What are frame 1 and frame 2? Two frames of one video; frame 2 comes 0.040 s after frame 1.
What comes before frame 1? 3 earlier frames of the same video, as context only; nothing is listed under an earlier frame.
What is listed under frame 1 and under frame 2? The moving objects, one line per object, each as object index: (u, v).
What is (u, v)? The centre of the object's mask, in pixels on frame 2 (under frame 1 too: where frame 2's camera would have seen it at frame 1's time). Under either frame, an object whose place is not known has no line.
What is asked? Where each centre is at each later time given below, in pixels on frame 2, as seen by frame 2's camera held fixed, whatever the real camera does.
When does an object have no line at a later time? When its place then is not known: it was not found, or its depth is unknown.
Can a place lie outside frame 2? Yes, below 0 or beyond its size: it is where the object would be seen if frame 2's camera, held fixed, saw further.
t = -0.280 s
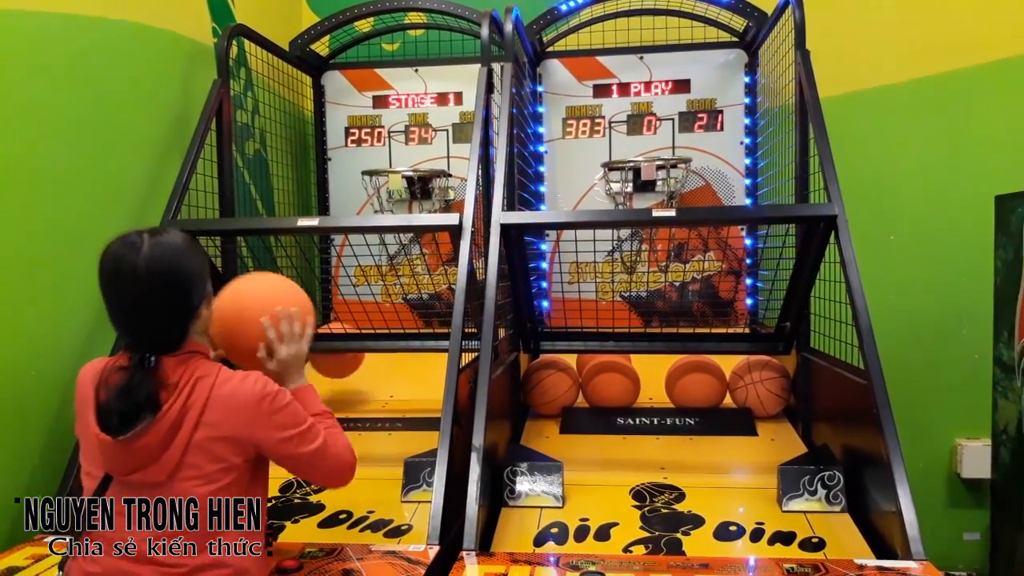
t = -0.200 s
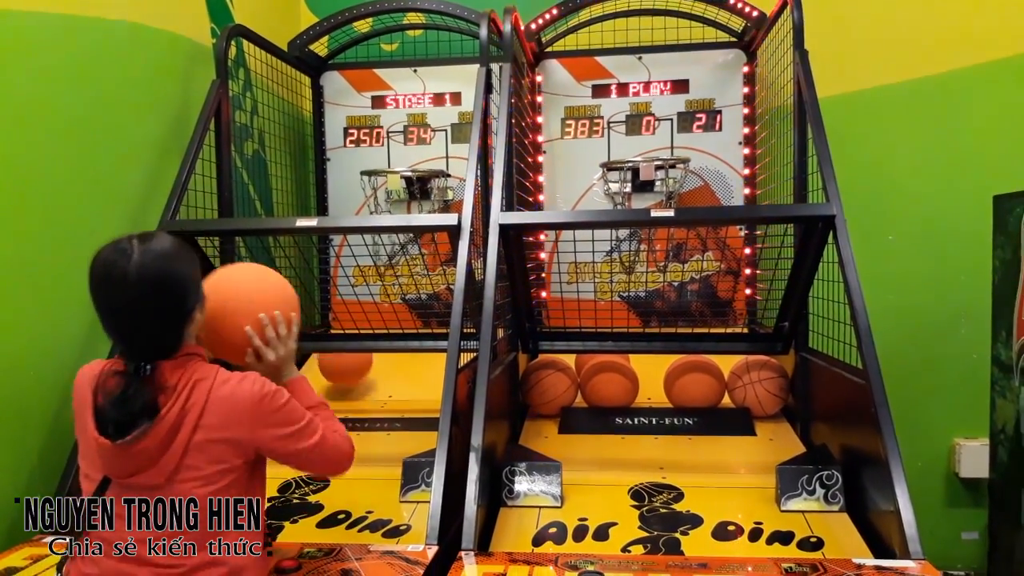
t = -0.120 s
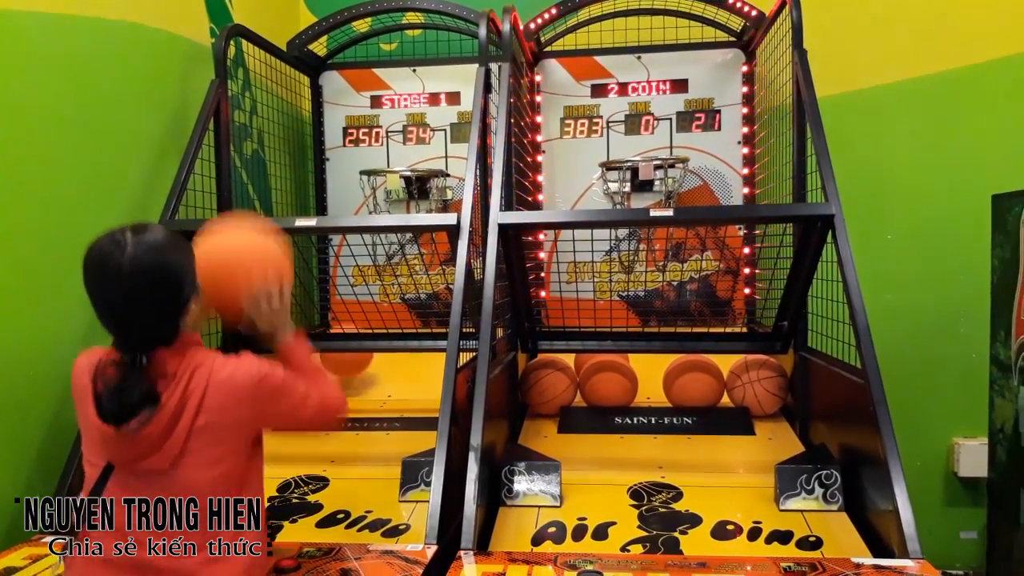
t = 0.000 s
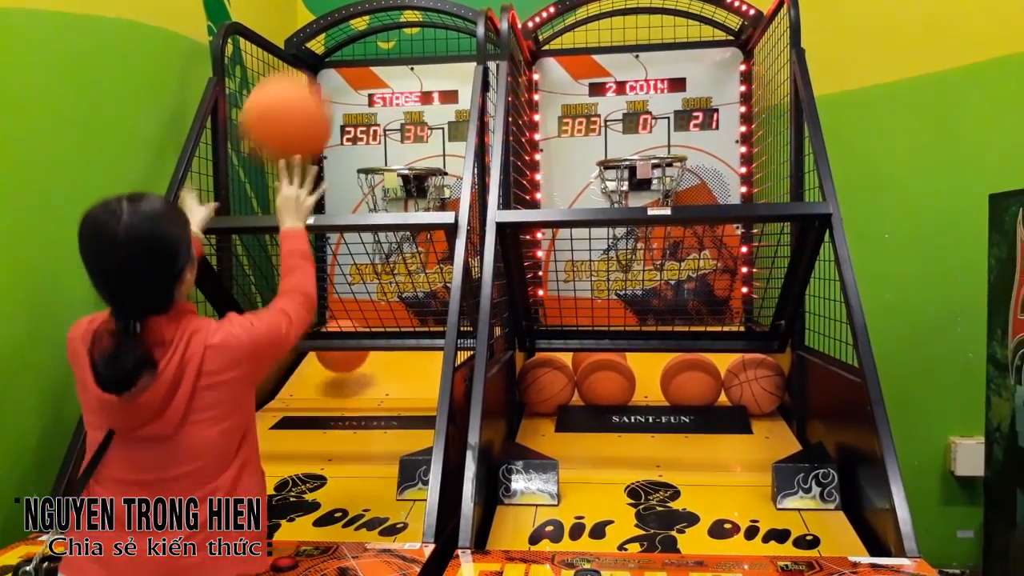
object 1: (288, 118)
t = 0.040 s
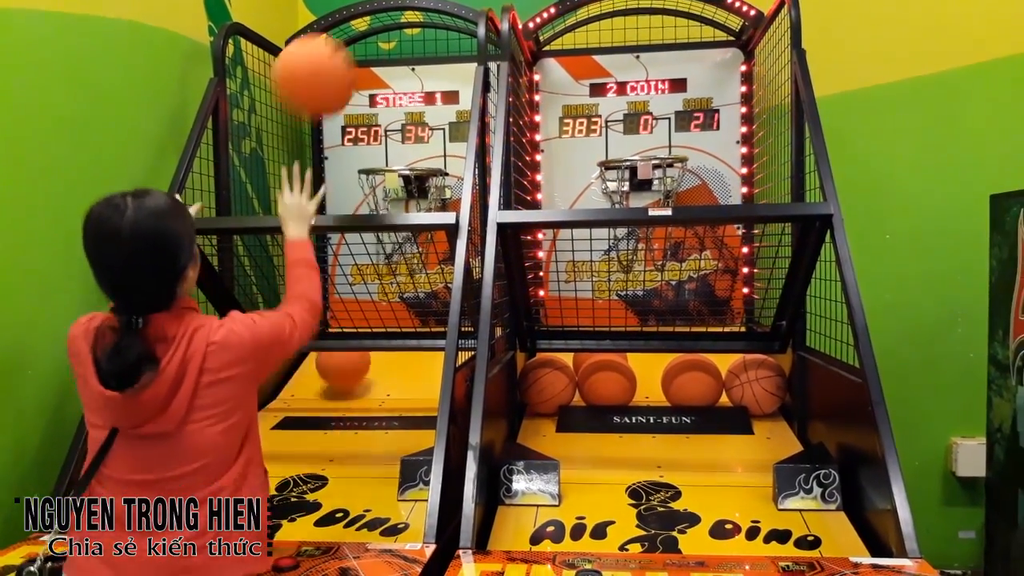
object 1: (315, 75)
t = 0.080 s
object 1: (326, 62)
